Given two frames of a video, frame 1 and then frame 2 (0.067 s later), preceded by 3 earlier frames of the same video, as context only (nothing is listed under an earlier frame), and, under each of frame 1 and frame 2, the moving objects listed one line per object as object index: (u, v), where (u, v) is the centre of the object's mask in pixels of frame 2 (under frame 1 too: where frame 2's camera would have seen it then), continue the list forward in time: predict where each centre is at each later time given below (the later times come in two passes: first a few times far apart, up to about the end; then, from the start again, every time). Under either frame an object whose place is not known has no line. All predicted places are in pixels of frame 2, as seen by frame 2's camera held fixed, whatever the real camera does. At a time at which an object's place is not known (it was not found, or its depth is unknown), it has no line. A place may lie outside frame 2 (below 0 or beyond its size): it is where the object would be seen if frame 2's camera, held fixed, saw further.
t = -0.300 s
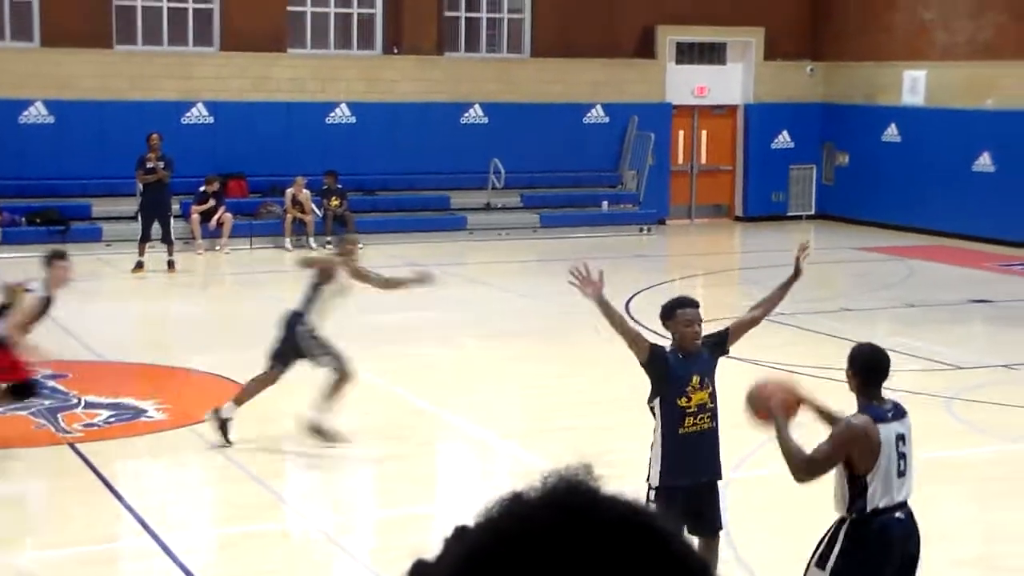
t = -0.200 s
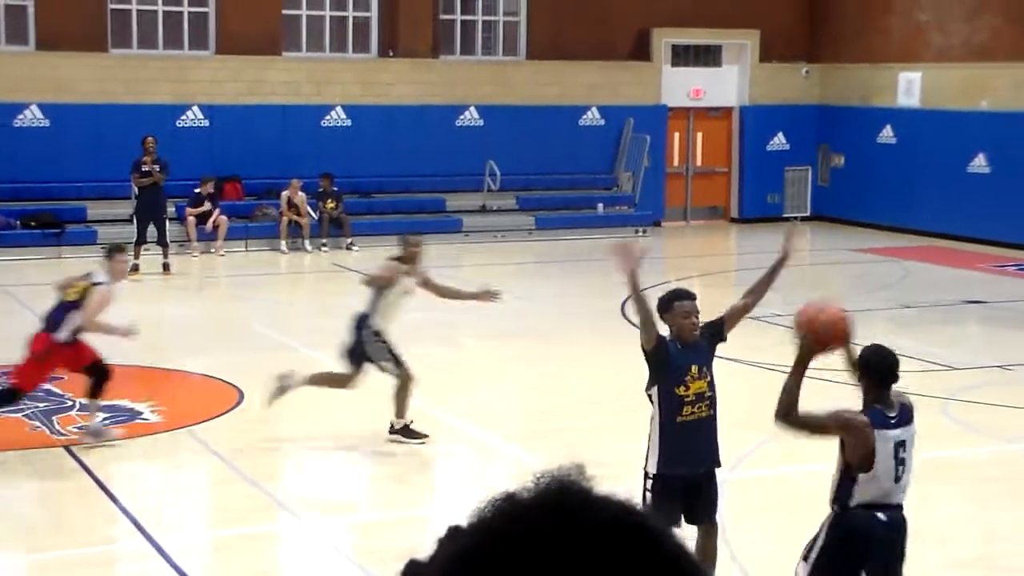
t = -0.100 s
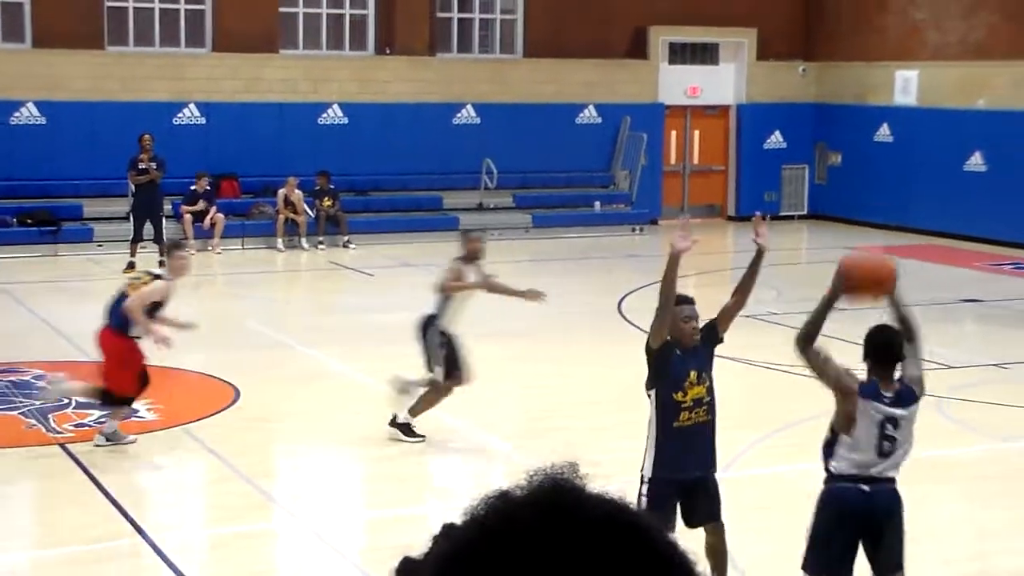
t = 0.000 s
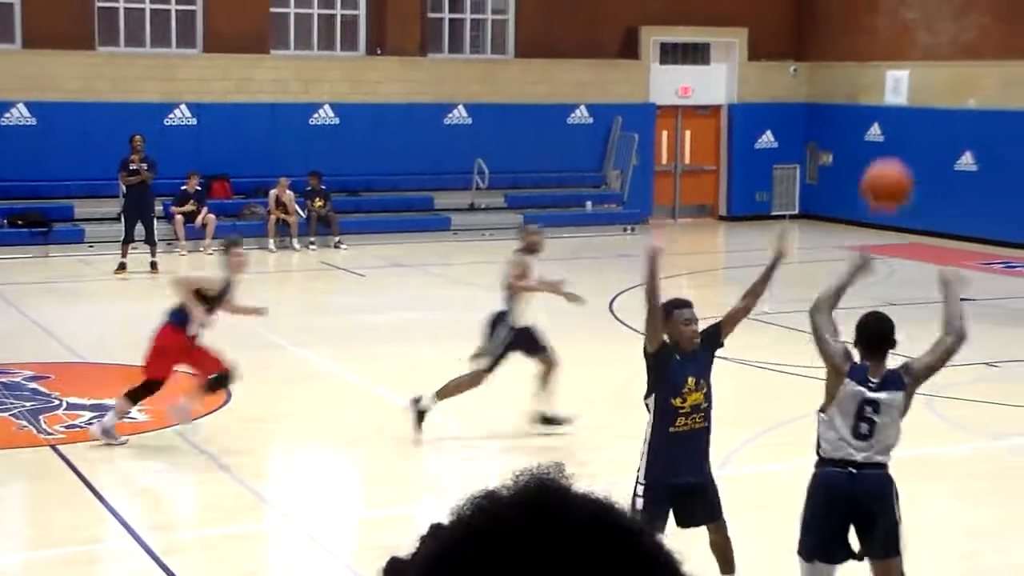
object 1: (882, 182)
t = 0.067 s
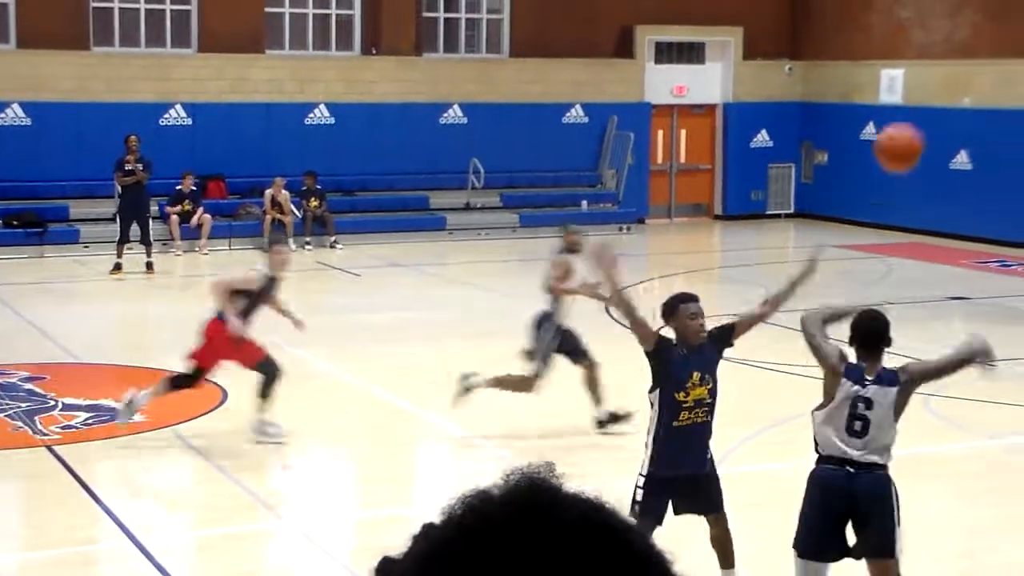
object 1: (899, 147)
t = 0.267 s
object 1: (937, 104)
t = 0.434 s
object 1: (963, 119)
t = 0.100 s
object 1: (906, 134)
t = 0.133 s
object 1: (913, 124)
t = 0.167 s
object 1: (920, 115)
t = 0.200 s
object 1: (925, 109)
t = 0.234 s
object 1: (932, 106)
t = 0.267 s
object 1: (937, 104)
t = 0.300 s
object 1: (944, 104)
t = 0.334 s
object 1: (948, 105)
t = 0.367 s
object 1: (953, 108)
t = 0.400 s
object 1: (957, 114)
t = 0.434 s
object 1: (963, 119)
